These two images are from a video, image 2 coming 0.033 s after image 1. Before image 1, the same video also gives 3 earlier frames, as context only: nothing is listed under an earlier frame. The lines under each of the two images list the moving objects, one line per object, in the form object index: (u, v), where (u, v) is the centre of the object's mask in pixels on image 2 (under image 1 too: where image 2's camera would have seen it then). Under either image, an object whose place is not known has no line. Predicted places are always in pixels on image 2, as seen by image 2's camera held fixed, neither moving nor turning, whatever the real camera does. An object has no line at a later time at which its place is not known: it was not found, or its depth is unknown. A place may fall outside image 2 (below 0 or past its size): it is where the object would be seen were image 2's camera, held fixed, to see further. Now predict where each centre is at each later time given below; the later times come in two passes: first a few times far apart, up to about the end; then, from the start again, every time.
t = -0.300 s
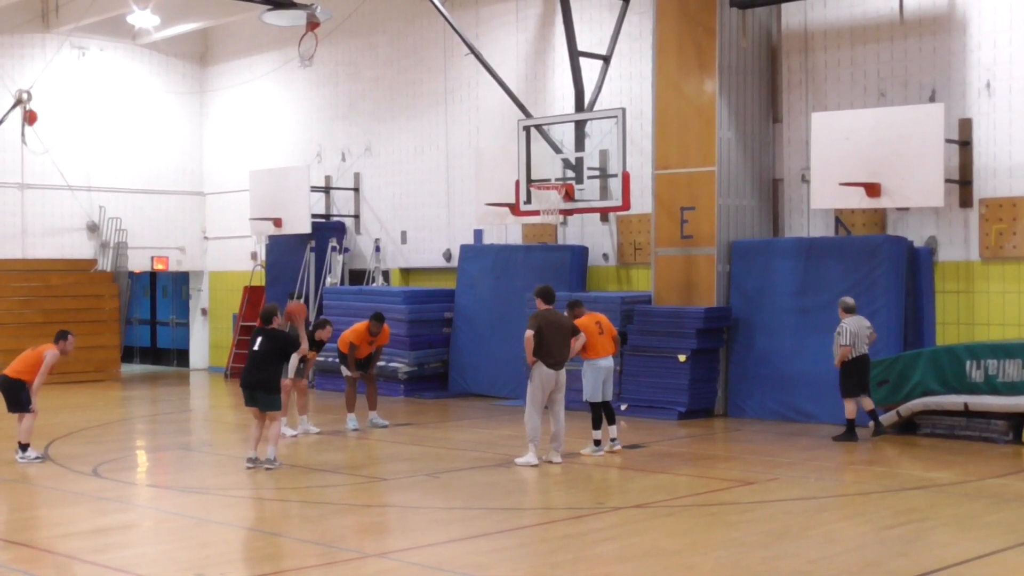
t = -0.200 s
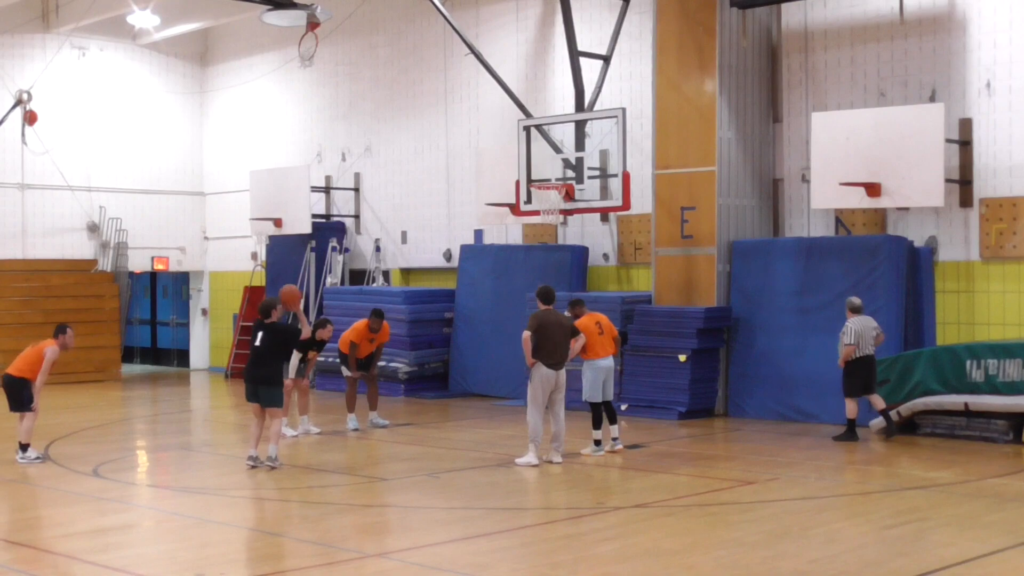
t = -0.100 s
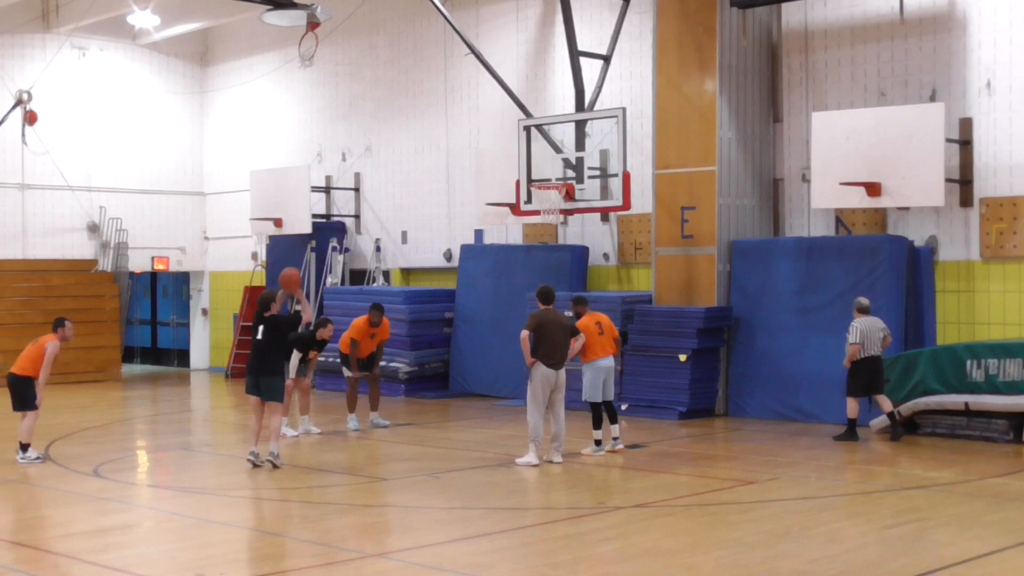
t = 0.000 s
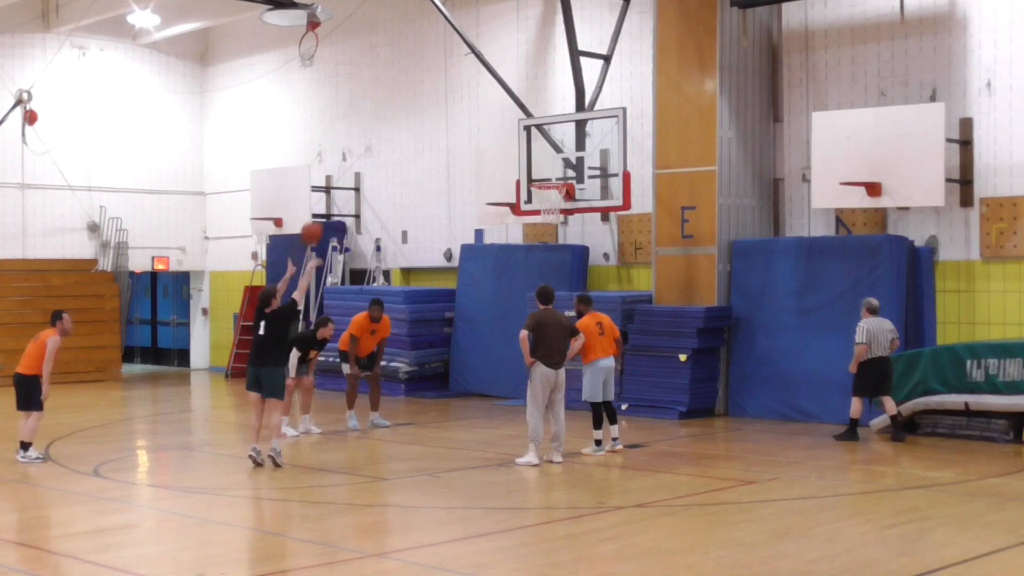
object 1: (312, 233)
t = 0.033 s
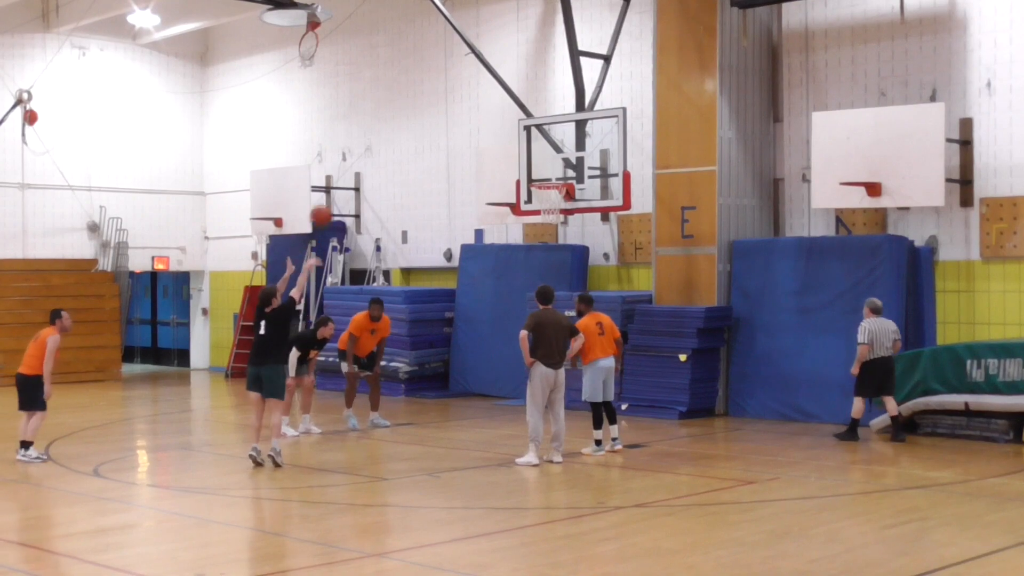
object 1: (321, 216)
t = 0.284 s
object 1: (390, 125)
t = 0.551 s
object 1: (456, 94)
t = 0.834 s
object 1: (521, 125)
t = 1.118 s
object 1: (535, 174)
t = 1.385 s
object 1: (461, 195)
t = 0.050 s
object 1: (326, 207)
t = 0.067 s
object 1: (331, 199)
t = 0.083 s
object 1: (335, 192)
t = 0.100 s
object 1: (340, 185)
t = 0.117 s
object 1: (345, 178)
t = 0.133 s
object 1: (349, 171)
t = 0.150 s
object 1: (354, 165)
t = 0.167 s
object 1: (358, 159)
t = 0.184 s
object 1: (363, 154)
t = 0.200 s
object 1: (368, 148)
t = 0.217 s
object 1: (372, 143)
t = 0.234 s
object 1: (377, 138)
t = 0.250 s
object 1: (381, 133)
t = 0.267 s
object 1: (386, 129)
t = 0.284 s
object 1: (390, 125)
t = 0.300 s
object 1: (394, 121)
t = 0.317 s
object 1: (398, 118)
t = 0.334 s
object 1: (403, 115)
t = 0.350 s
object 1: (407, 111)
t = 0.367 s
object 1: (411, 109)
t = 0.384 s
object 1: (416, 106)
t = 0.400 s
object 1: (420, 104)
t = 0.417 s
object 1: (424, 102)
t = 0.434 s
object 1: (428, 100)
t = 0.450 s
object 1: (432, 99)
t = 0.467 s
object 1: (437, 97)
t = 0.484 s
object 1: (441, 96)
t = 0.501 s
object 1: (444, 95)
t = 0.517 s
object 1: (449, 95)
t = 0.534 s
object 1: (452, 94)
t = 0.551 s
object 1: (456, 94)
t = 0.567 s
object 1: (460, 94)
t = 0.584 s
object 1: (464, 94)
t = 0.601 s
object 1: (468, 95)
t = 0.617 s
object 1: (472, 96)
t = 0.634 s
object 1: (476, 97)
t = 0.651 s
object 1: (480, 98)
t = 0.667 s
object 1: (484, 99)
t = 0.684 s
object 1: (487, 101)
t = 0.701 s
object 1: (491, 103)
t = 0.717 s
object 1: (495, 105)
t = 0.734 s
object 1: (499, 107)
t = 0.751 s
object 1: (502, 110)
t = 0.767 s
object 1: (506, 112)
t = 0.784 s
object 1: (510, 115)
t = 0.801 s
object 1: (513, 119)
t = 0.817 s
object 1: (517, 122)
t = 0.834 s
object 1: (521, 125)
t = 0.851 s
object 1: (524, 130)
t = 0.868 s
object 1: (528, 133)
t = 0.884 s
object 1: (532, 137)
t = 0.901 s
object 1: (535, 141)
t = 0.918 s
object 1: (538, 146)
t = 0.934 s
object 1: (542, 151)
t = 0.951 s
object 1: (546, 156)
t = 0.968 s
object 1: (549, 161)
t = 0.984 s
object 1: (553, 166)
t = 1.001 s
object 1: (556, 171)
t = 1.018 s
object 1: (559, 176)
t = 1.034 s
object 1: (559, 177)
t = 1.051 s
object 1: (554, 176)
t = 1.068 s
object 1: (549, 175)
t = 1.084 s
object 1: (544, 175)
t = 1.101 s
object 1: (539, 175)
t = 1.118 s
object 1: (535, 174)
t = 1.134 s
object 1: (530, 174)
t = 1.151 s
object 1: (526, 174)
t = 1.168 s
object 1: (522, 174)
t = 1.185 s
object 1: (516, 174)
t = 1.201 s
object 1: (512, 175)
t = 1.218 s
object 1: (506, 176)
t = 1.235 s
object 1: (502, 177)
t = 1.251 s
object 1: (497, 178)
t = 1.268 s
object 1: (493, 179)
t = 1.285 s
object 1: (488, 181)
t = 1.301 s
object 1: (484, 183)
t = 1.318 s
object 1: (479, 185)
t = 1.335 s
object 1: (475, 187)
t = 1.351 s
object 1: (470, 190)
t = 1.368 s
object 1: (466, 193)
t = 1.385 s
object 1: (461, 195)
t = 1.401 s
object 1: (457, 198)
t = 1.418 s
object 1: (453, 202)
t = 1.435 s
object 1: (448, 205)
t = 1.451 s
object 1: (444, 209)
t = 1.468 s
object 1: (440, 213)
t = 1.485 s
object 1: (435, 217)
